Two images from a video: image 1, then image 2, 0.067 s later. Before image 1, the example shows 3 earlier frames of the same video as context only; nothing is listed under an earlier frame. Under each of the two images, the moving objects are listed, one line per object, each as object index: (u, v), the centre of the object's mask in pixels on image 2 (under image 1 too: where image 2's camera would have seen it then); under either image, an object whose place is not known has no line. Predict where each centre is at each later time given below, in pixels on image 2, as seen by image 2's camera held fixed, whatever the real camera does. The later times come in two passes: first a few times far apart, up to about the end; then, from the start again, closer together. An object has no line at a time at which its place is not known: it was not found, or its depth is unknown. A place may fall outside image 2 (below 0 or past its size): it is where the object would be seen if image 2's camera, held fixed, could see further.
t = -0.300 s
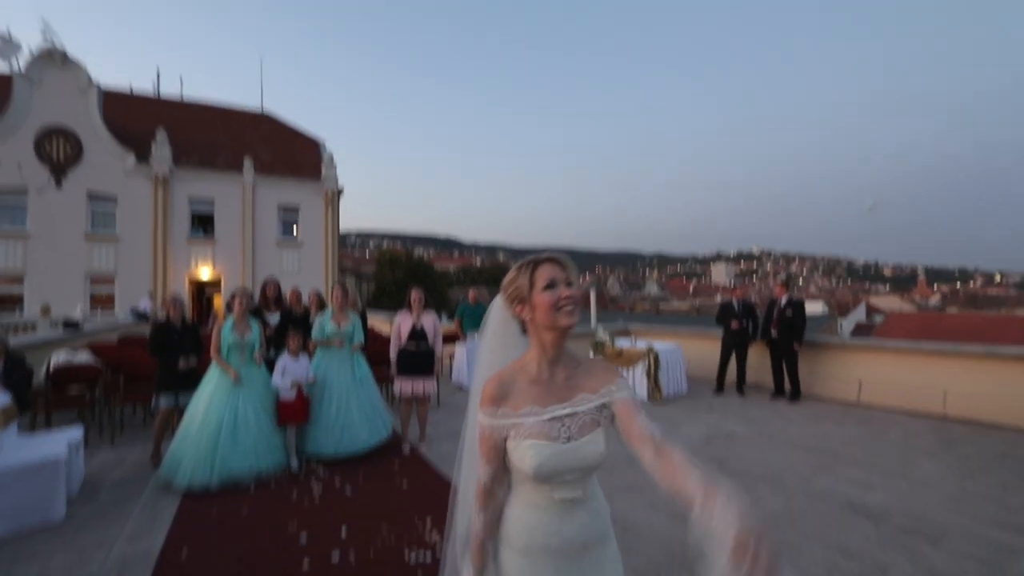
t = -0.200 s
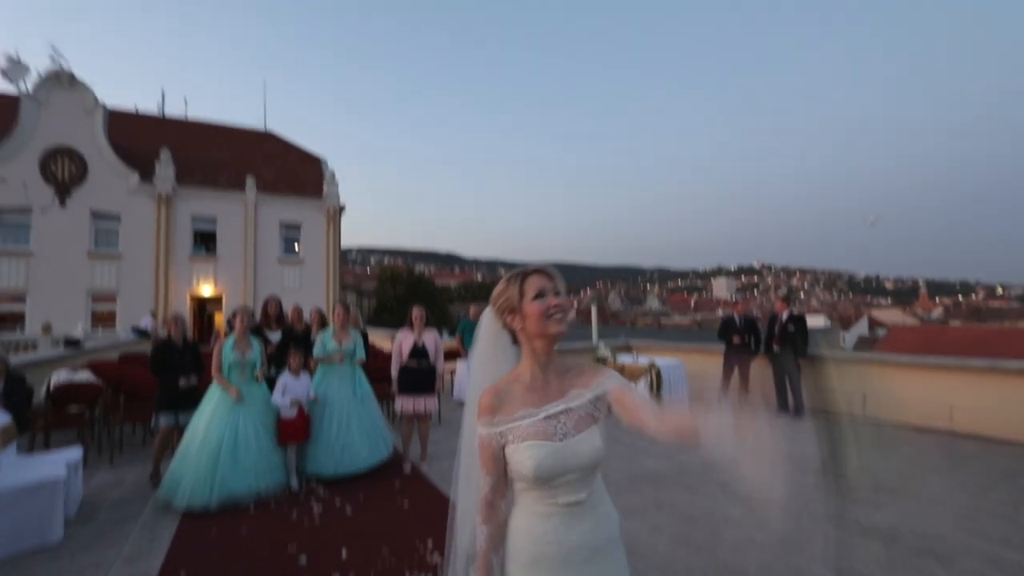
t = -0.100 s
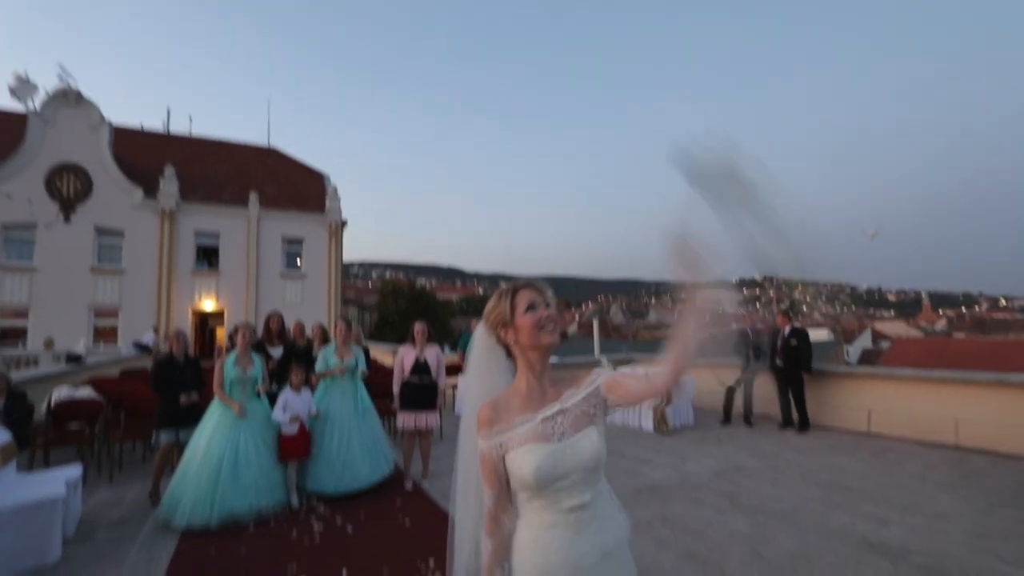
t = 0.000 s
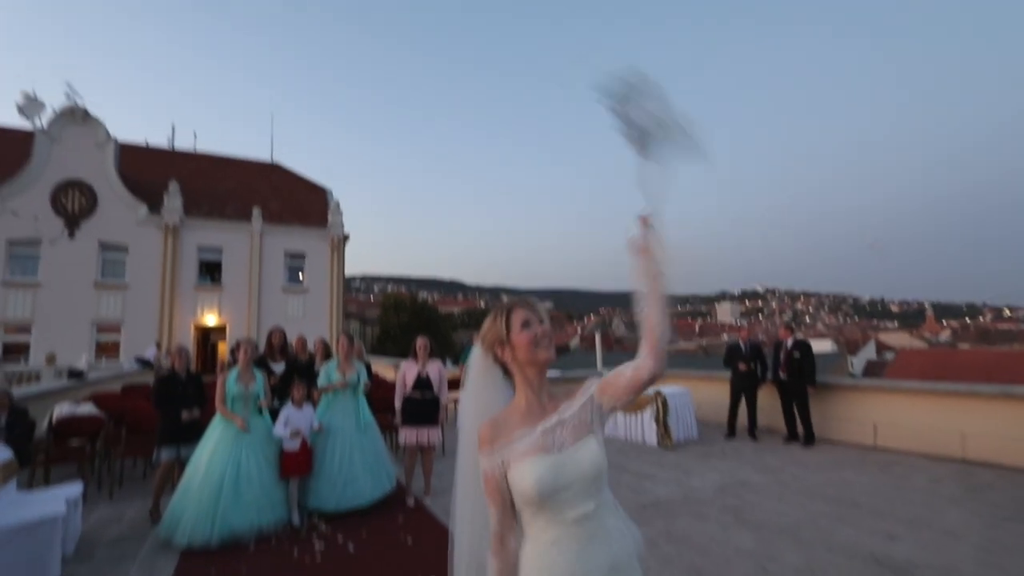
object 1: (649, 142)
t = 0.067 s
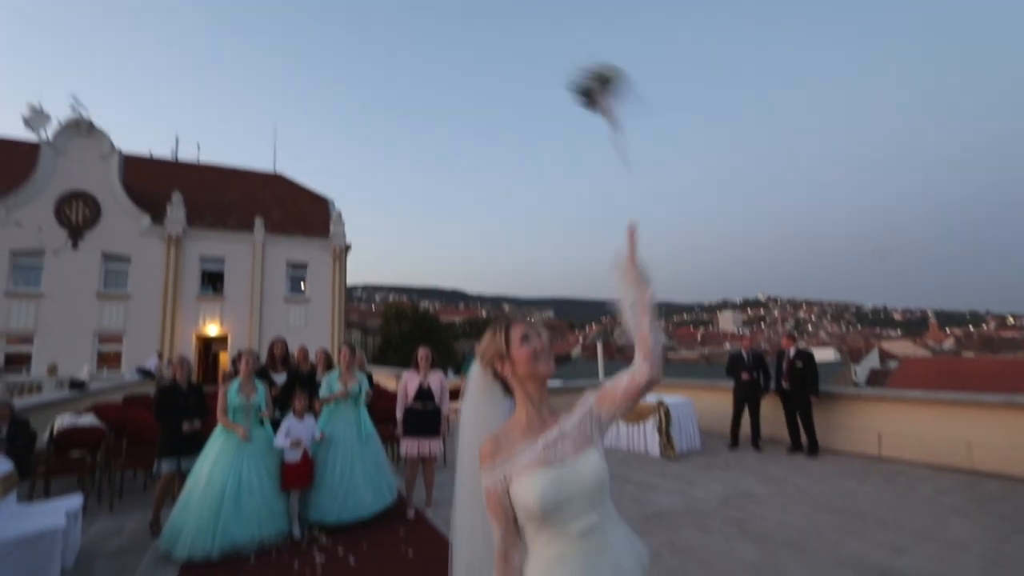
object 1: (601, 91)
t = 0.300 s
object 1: (513, 36)
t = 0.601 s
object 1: (465, 47)
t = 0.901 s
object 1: (437, 79)
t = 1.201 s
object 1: (419, 131)
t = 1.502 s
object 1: (407, 199)
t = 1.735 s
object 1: (400, 260)
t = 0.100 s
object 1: (583, 78)
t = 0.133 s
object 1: (567, 65)
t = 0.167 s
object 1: (555, 57)
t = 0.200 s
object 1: (541, 50)
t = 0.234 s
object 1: (532, 44)
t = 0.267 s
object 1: (521, 40)
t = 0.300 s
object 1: (513, 36)
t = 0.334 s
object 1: (507, 35)
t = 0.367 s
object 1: (500, 33)
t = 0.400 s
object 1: (493, 33)
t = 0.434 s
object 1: (487, 33)
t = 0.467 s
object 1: (482, 35)
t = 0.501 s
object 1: (477, 37)
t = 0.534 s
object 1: (472, 40)
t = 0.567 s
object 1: (469, 45)
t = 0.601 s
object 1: (465, 47)
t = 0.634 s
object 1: (461, 50)
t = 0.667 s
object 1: (459, 52)
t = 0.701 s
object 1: (455, 54)
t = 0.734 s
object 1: (451, 58)
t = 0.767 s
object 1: (448, 60)
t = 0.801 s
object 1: (444, 65)
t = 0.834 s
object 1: (442, 69)
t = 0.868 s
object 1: (440, 74)
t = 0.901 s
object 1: (437, 79)
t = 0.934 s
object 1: (435, 83)
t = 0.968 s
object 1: (433, 89)
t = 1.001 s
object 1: (431, 94)
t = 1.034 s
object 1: (429, 98)
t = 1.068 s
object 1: (427, 104)
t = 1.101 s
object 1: (425, 110)
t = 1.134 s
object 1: (423, 117)
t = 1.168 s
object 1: (421, 123)
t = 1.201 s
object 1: (419, 131)
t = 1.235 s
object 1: (418, 137)
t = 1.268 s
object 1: (417, 145)
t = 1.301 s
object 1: (415, 153)
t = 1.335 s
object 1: (414, 159)
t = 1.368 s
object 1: (412, 168)
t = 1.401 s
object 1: (411, 175)
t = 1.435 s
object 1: (410, 181)
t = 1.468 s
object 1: (409, 191)
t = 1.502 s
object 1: (407, 199)
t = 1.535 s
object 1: (406, 207)
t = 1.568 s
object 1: (405, 213)
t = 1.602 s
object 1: (404, 223)
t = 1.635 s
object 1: (403, 232)
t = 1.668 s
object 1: (402, 242)
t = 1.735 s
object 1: (400, 260)
